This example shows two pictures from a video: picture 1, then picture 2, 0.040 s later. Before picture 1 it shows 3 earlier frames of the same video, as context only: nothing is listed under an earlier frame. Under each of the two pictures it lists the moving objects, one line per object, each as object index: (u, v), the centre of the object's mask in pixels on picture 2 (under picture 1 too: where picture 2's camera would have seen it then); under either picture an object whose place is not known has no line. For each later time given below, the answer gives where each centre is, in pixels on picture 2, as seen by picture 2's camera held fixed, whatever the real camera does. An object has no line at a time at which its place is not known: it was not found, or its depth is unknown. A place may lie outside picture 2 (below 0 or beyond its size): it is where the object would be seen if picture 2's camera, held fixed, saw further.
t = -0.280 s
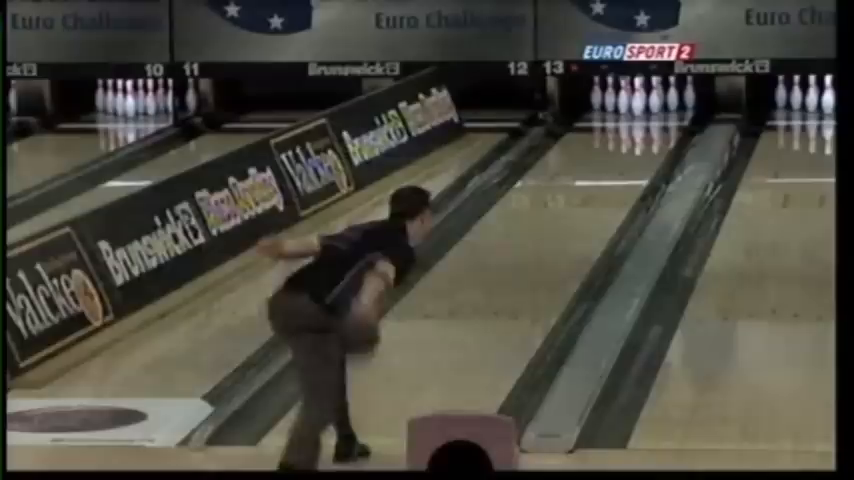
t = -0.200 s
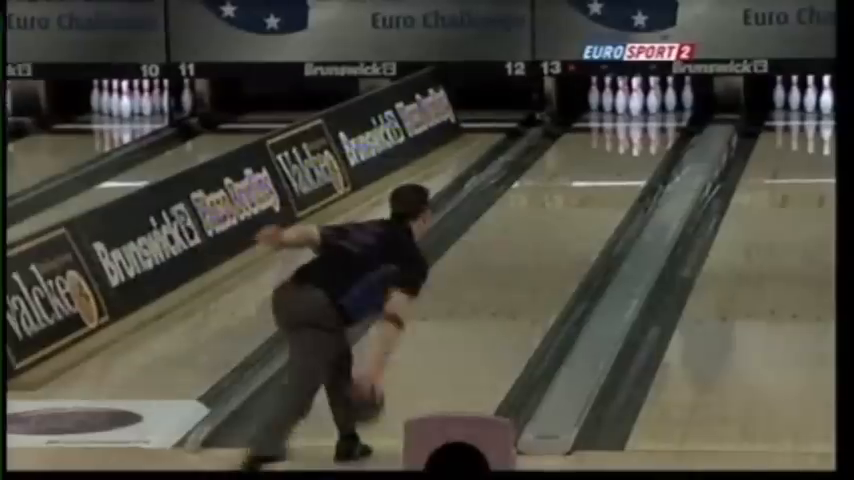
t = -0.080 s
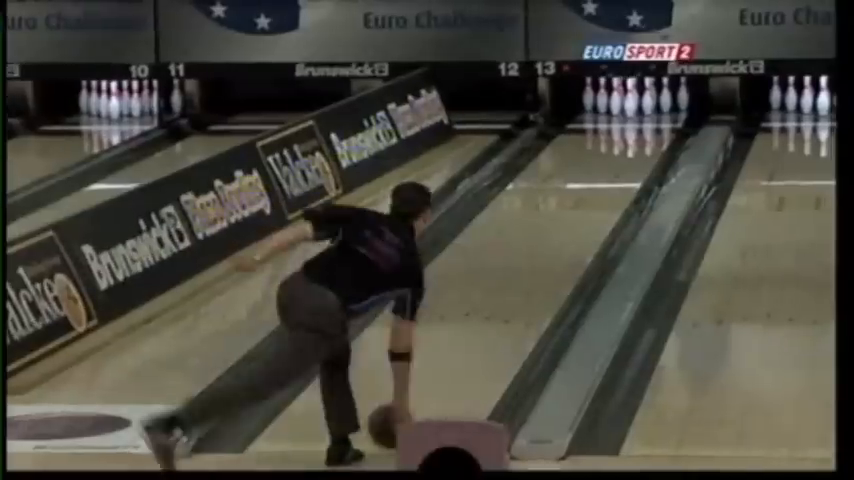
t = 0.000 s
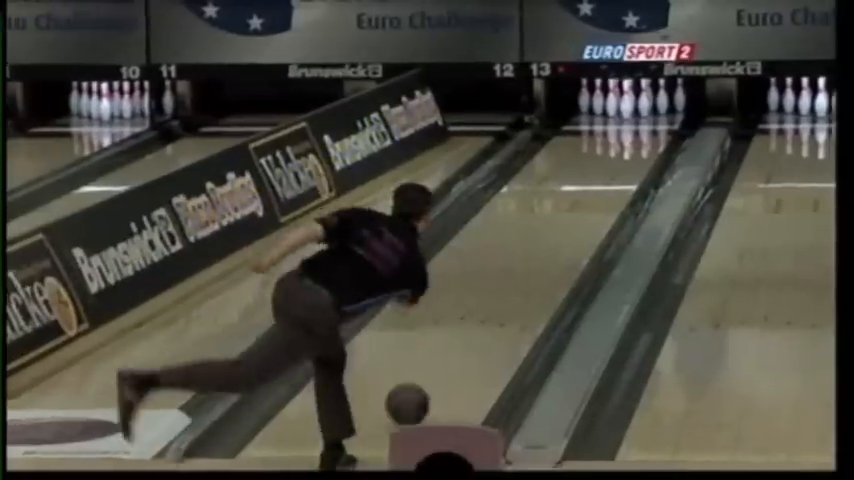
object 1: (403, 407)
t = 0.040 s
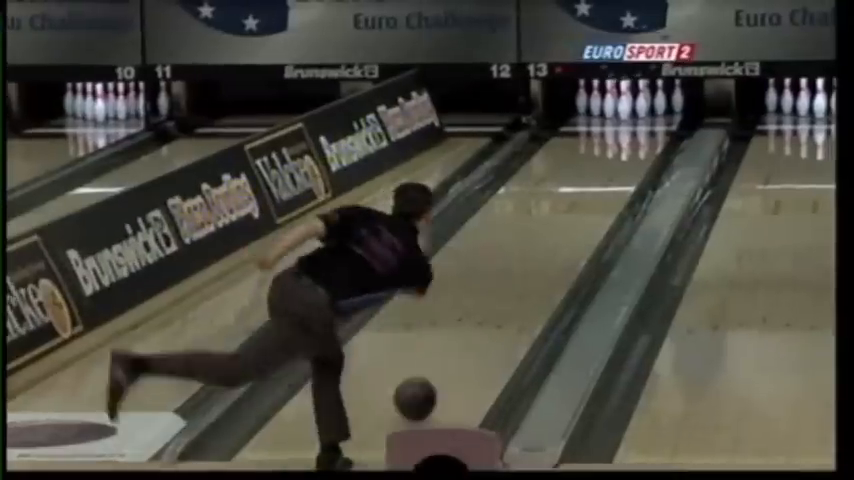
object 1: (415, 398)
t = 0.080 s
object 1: (425, 388)
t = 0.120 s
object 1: (436, 378)
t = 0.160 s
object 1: (446, 367)
